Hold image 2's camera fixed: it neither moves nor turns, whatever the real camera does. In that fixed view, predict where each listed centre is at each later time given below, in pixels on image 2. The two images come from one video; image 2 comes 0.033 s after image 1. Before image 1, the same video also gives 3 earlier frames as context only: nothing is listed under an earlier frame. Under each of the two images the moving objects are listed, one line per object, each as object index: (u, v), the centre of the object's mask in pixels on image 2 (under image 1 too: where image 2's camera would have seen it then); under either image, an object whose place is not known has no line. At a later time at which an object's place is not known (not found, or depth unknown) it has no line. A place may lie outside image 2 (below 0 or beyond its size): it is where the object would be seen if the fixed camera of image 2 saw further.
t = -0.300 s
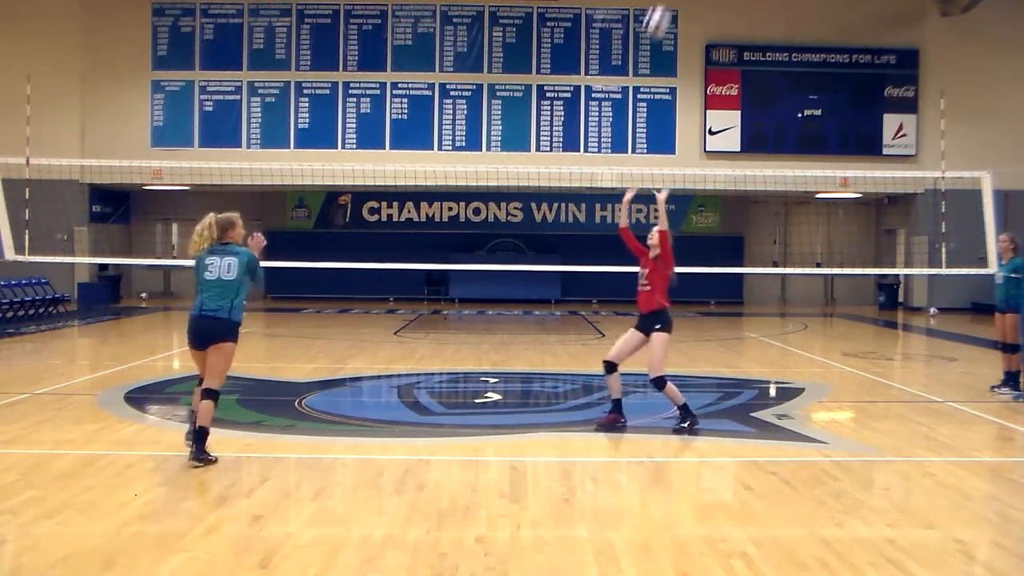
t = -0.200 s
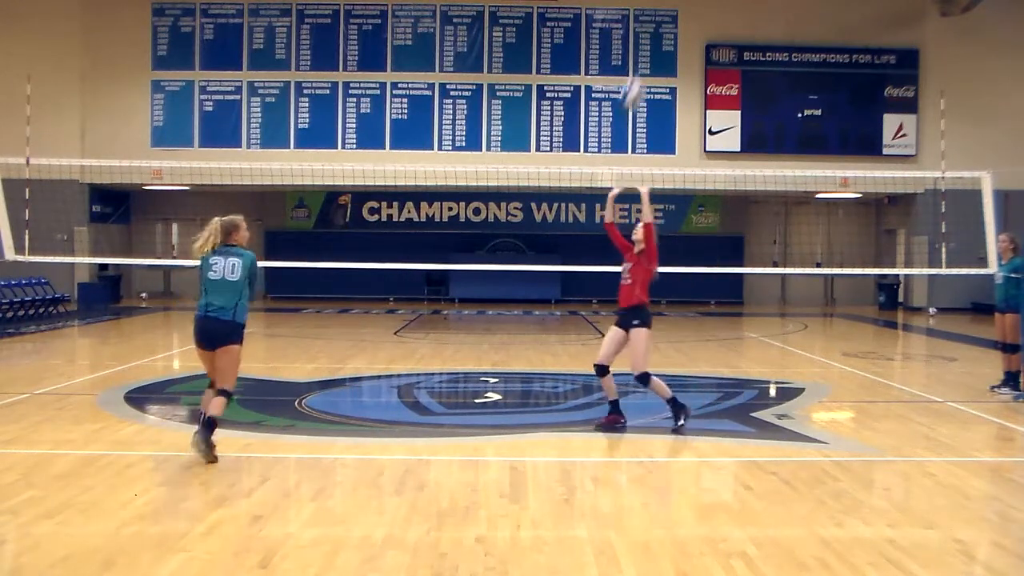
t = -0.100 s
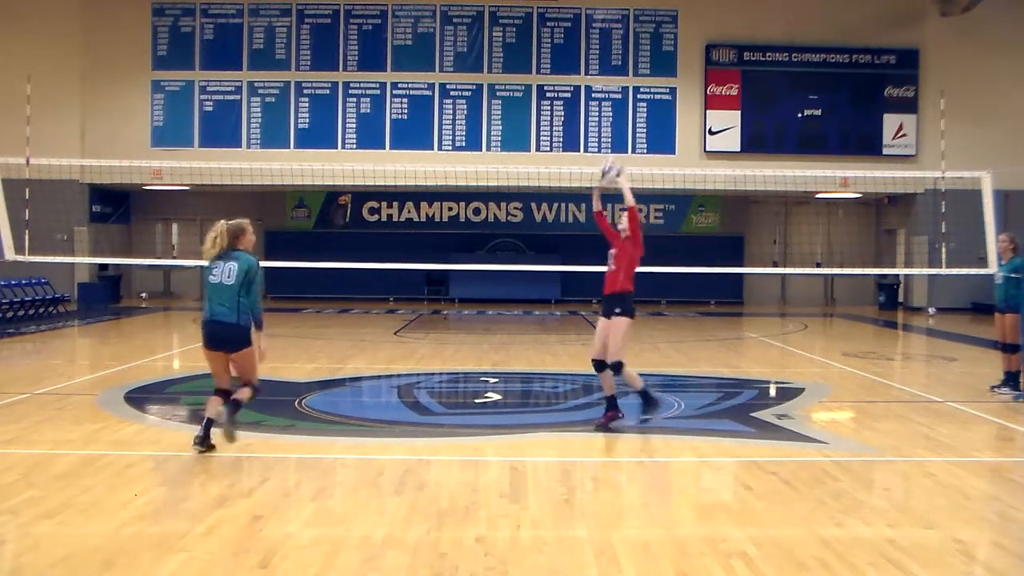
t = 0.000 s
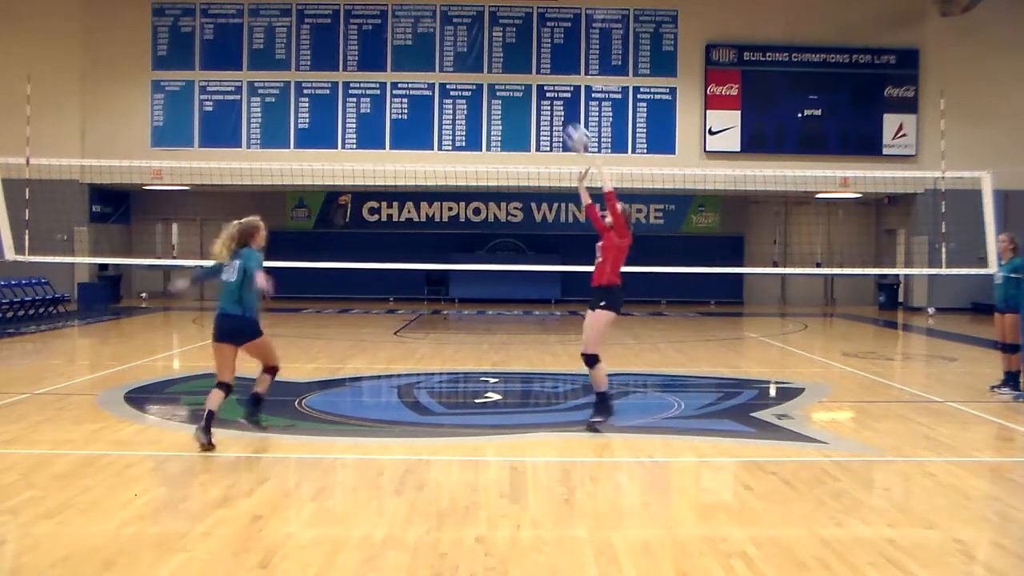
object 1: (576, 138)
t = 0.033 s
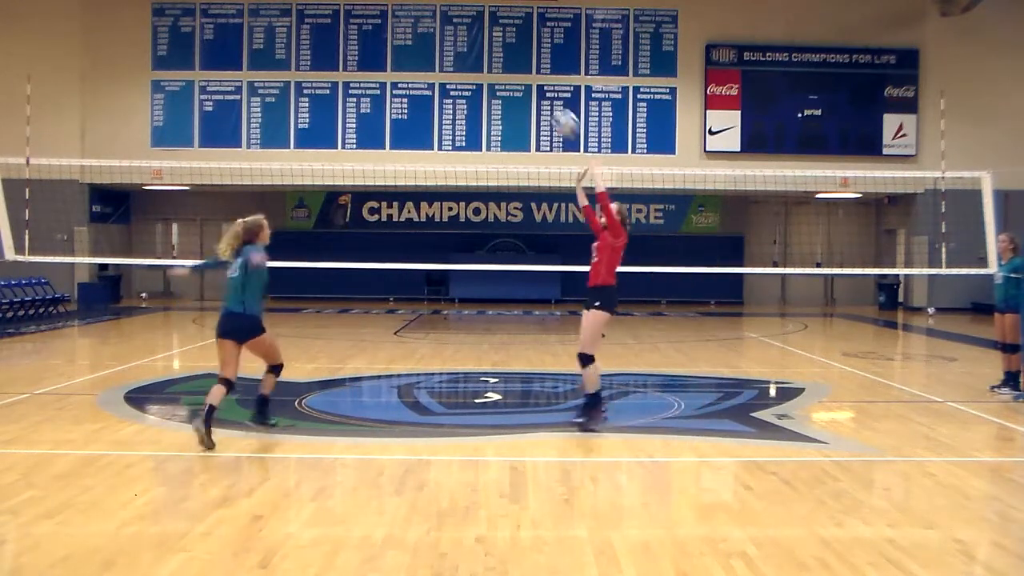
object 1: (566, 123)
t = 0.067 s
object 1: (553, 109)
